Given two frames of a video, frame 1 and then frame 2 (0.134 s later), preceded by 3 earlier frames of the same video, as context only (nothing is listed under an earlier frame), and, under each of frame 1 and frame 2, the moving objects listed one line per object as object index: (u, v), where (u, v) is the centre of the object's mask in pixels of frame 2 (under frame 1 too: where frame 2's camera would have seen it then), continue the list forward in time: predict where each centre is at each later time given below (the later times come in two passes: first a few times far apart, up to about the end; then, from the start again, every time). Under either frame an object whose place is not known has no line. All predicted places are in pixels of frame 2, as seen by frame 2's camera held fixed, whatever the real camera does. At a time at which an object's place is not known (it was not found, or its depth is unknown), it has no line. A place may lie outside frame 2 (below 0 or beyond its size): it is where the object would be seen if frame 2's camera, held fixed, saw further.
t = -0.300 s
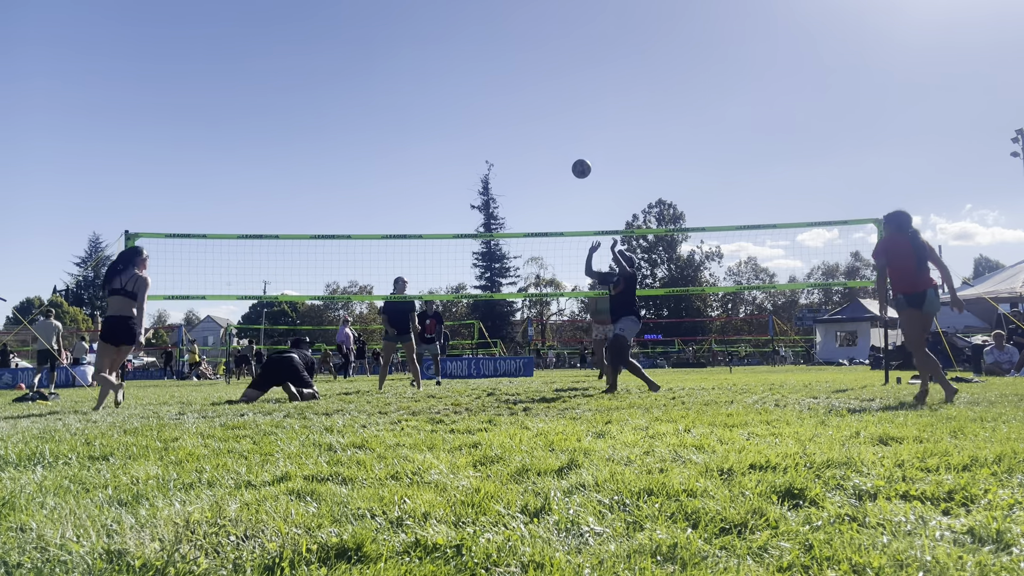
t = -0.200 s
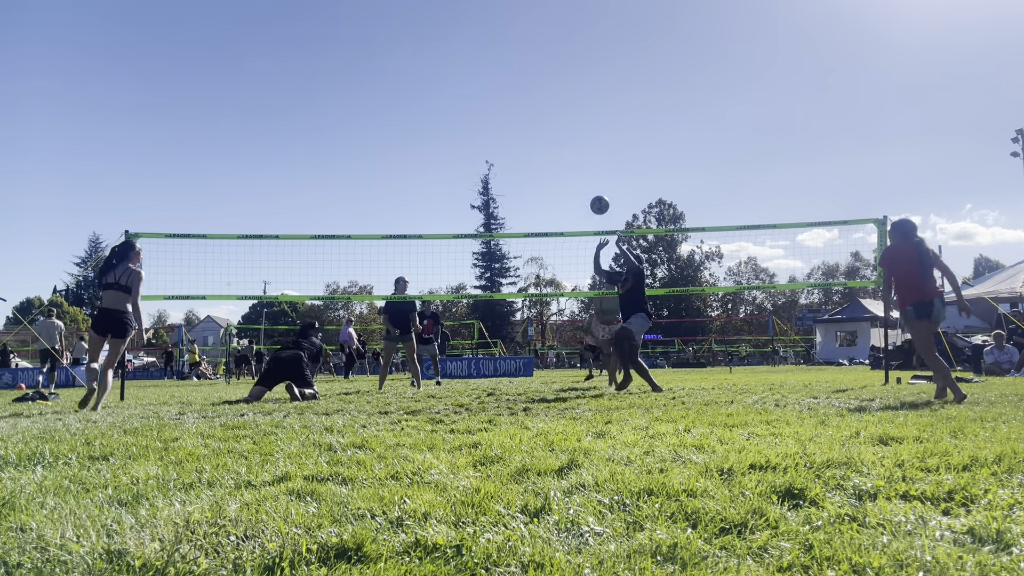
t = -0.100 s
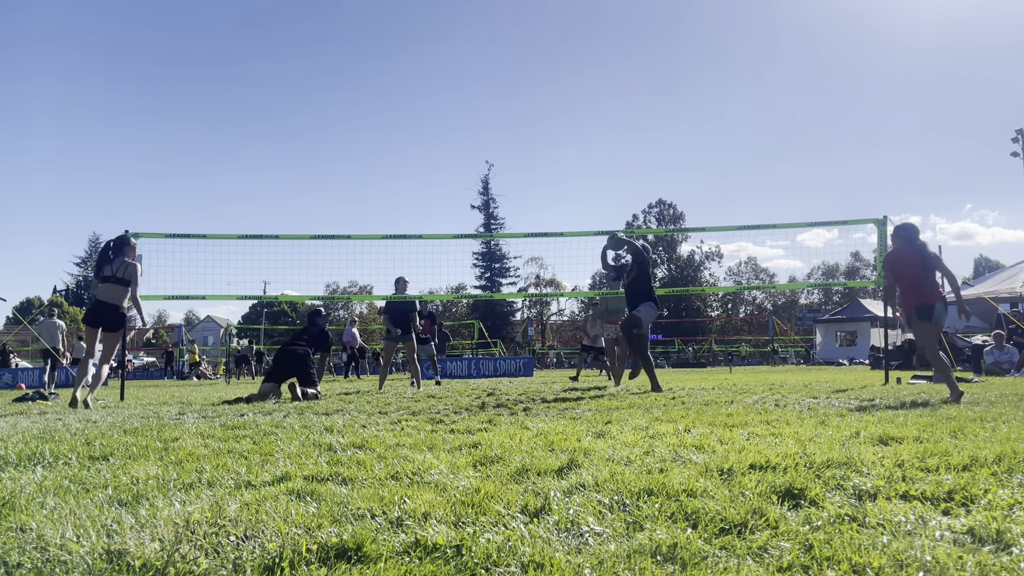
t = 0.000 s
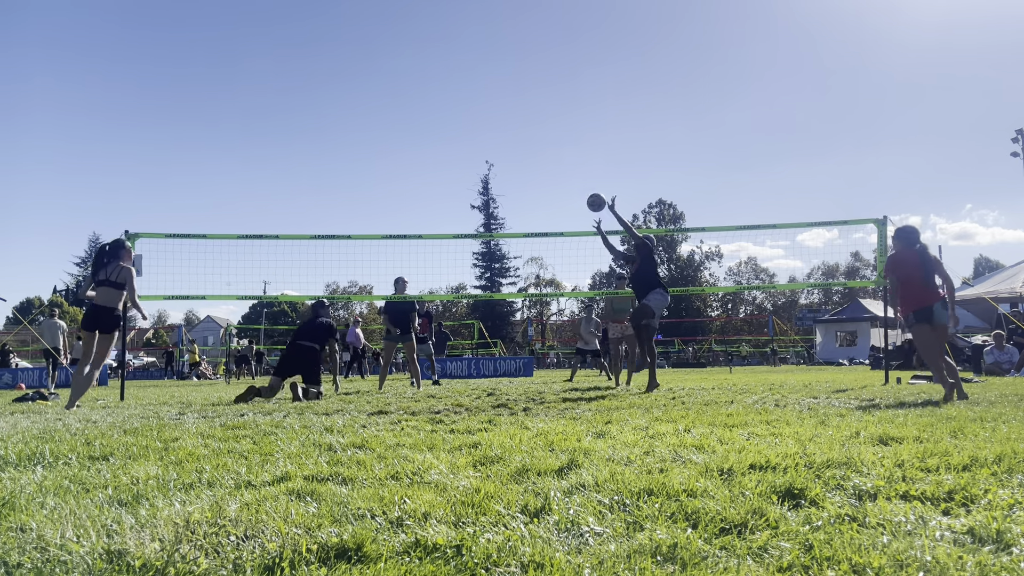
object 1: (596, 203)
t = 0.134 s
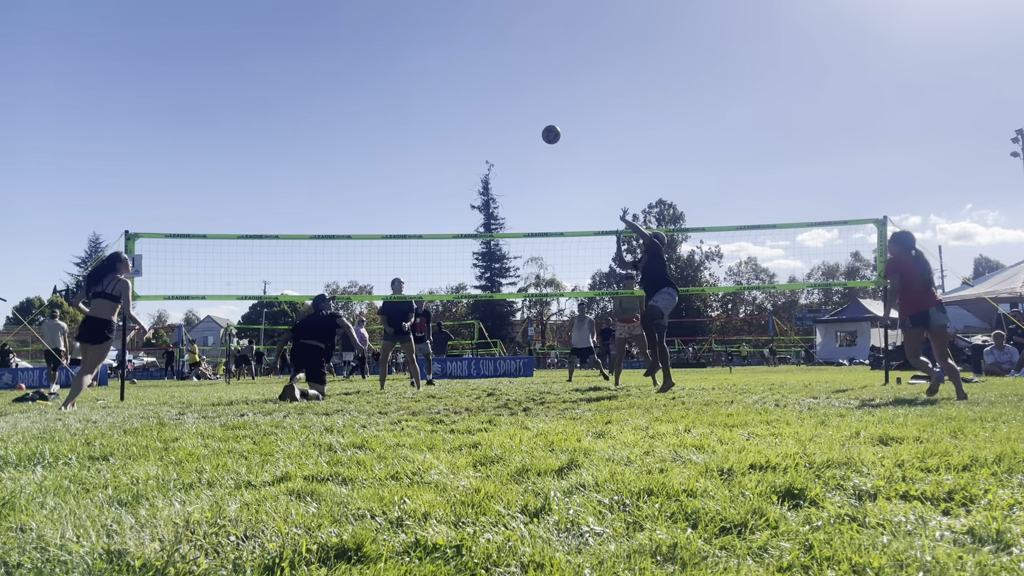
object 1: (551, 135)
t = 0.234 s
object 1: (518, 94)
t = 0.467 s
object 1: (445, 36)
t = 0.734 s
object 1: (366, 25)
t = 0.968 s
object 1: (299, 62)
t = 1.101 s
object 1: (262, 101)
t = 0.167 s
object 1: (540, 120)
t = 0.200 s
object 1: (529, 107)
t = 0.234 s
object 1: (518, 94)
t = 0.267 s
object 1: (507, 83)
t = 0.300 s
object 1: (497, 73)
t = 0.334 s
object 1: (486, 63)
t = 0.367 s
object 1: (476, 55)
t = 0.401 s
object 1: (465, 48)
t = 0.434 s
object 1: (455, 41)
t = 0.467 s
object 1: (445, 36)
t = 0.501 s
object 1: (435, 31)
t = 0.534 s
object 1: (425, 28)
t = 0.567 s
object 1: (415, 25)
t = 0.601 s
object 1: (405, 23)
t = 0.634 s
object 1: (395, 22)
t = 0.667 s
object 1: (385, 22)
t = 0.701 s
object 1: (375, 23)
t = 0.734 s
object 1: (366, 25)
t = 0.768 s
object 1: (356, 28)
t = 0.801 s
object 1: (346, 31)
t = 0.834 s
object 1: (337, 36)
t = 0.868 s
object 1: (327, 41)
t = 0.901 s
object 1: (318, 47)
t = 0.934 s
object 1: (308, 54)
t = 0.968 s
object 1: (299, 62)
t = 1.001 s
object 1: (289, 70)
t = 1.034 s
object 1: (280, 80)
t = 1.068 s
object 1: (271, 90)
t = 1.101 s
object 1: (262, 101)
